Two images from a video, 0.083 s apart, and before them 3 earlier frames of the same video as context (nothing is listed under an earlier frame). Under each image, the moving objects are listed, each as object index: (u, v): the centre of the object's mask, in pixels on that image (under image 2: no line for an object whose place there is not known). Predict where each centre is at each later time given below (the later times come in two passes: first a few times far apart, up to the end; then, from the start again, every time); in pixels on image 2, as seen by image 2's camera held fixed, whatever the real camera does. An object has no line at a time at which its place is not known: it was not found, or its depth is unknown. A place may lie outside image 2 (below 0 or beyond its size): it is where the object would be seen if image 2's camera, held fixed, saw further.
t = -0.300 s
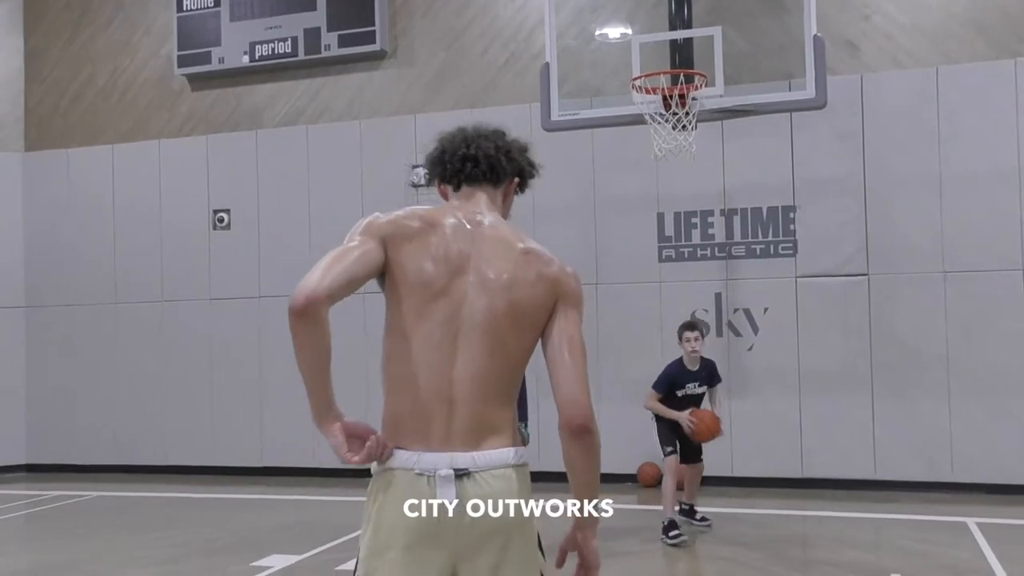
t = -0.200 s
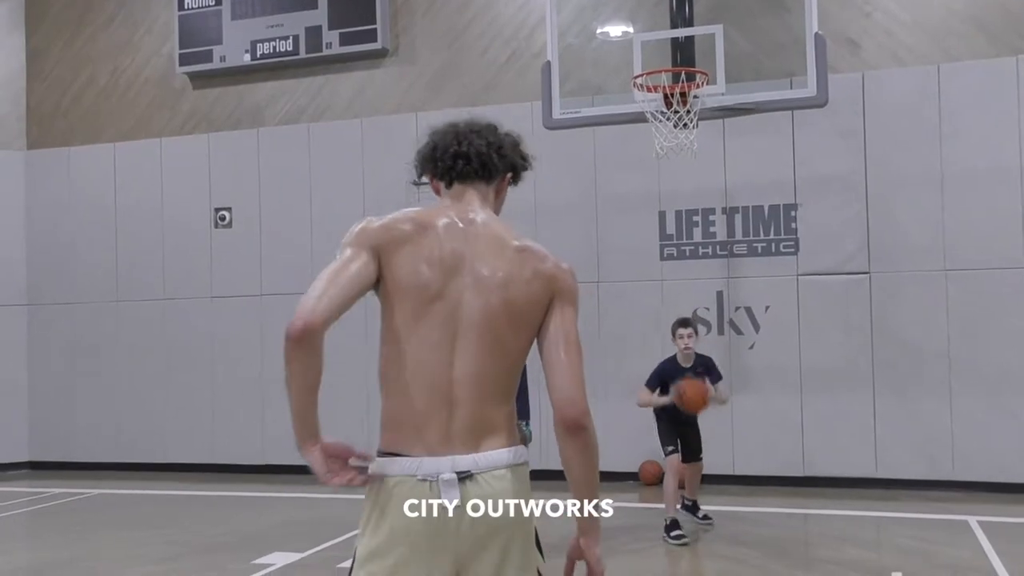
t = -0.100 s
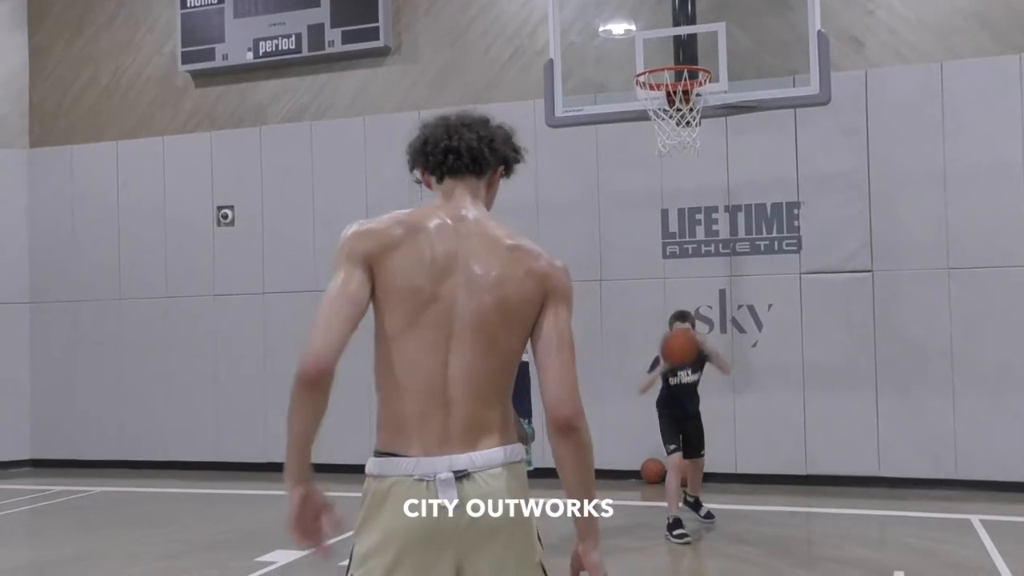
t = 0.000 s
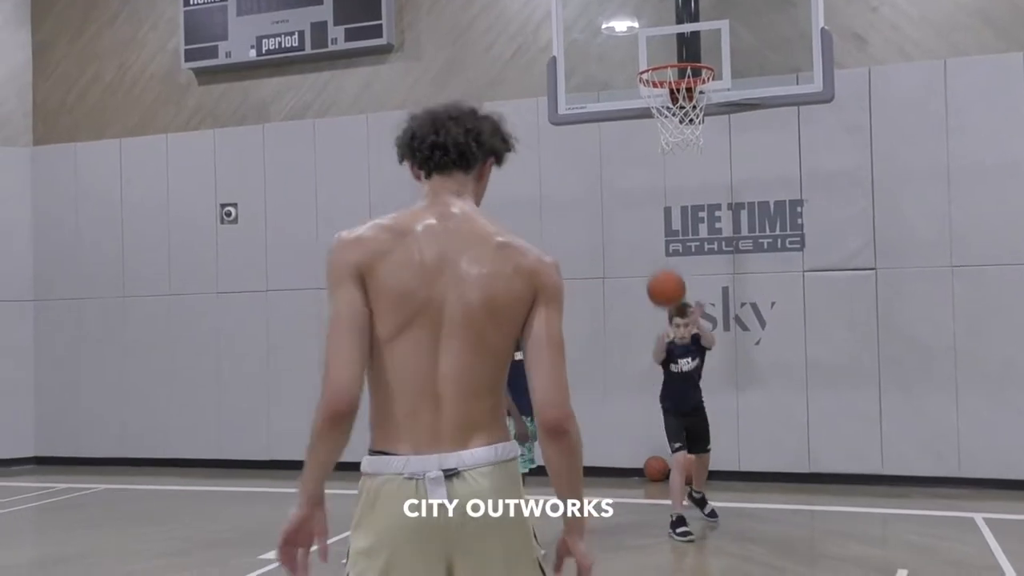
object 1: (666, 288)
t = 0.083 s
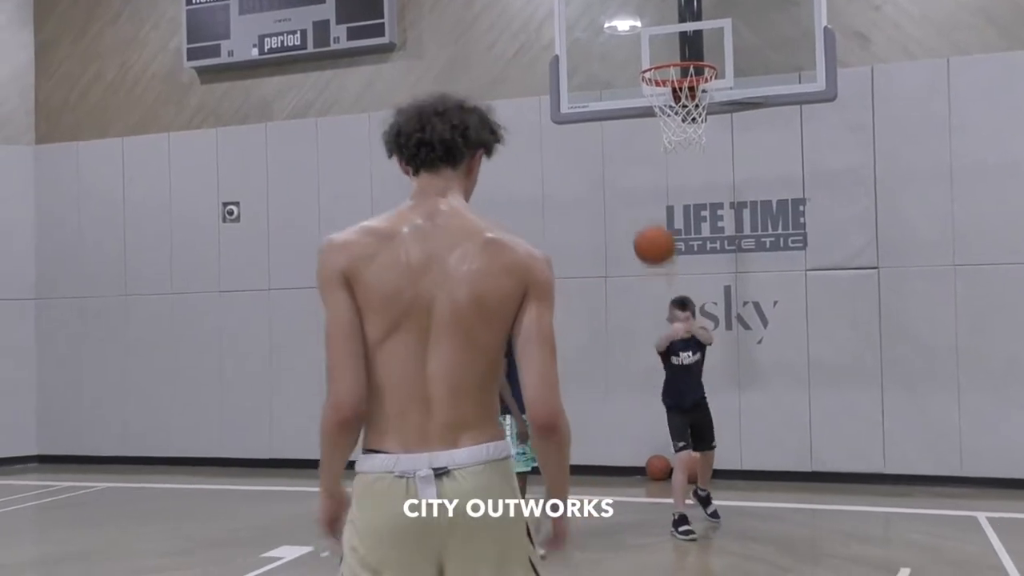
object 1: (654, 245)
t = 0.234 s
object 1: (624, 184)
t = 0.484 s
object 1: (554, 162)
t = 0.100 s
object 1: (651, 237)
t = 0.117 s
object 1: (648, 229)
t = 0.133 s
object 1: (645, 222)
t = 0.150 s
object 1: (642, 215)
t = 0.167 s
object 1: (638, 208)
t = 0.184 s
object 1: (635, 202)
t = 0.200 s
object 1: (632, 196)
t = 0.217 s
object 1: (628, 190)
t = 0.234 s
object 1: (624, 184)
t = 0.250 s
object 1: (620, 180)
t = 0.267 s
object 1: (616, 175)
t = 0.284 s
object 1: (612, 171)
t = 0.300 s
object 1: (609, 167)
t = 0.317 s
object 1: (604, 164)
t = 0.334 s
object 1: (600, 161)
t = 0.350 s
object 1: (595, 158)
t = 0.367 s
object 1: (591, 156)
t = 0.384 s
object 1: (586, 155)
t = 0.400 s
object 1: (582, 155)
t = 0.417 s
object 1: (577, 155)
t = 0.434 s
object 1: (572, 156)
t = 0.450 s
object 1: (566, 157)
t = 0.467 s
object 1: (560, 159)
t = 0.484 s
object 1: (554, 162)
